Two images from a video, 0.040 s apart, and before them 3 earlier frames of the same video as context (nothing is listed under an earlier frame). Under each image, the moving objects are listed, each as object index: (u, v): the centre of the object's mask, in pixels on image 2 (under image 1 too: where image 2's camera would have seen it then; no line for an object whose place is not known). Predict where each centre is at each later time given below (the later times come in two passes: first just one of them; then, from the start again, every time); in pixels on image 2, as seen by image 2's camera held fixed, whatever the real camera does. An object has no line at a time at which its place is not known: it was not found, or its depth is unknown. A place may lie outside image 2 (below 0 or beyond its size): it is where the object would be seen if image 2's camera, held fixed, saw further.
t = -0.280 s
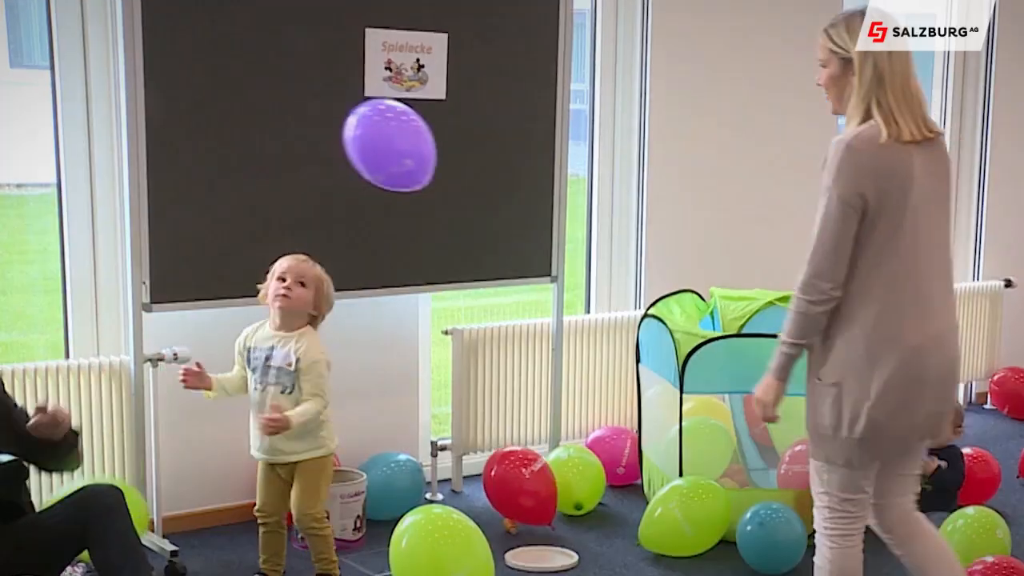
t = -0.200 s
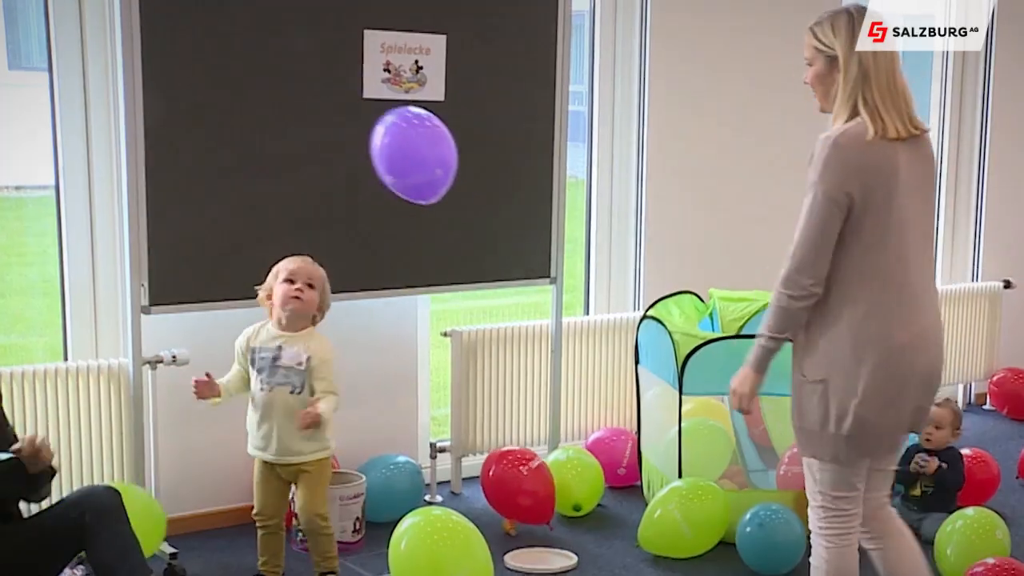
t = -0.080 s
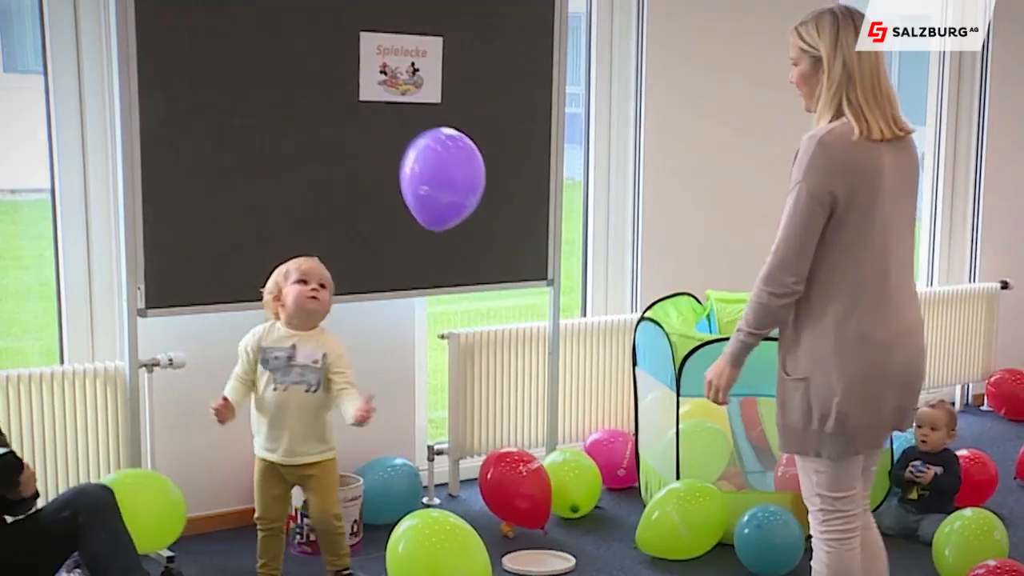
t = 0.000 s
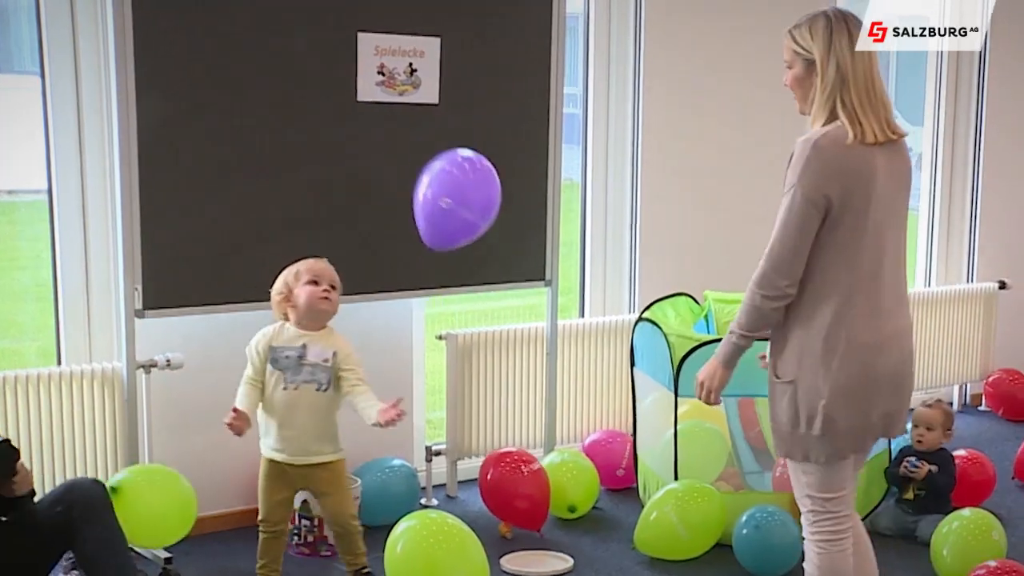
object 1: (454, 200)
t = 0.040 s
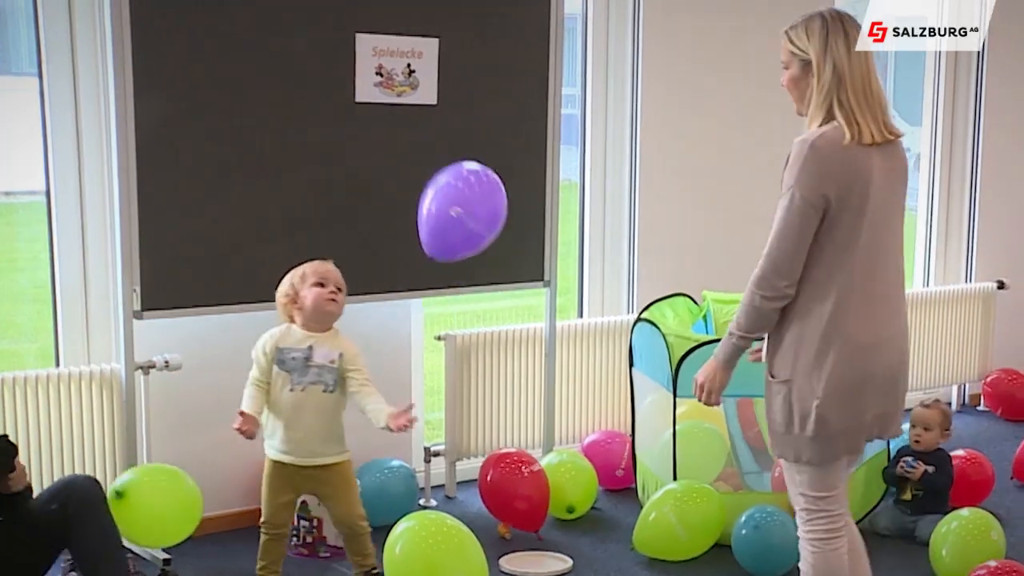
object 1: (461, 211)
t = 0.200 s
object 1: (482, 261)
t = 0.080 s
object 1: (467, 224)
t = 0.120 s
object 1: (473, 236)
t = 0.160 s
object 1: (478, 248)
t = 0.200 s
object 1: (482, 261)
